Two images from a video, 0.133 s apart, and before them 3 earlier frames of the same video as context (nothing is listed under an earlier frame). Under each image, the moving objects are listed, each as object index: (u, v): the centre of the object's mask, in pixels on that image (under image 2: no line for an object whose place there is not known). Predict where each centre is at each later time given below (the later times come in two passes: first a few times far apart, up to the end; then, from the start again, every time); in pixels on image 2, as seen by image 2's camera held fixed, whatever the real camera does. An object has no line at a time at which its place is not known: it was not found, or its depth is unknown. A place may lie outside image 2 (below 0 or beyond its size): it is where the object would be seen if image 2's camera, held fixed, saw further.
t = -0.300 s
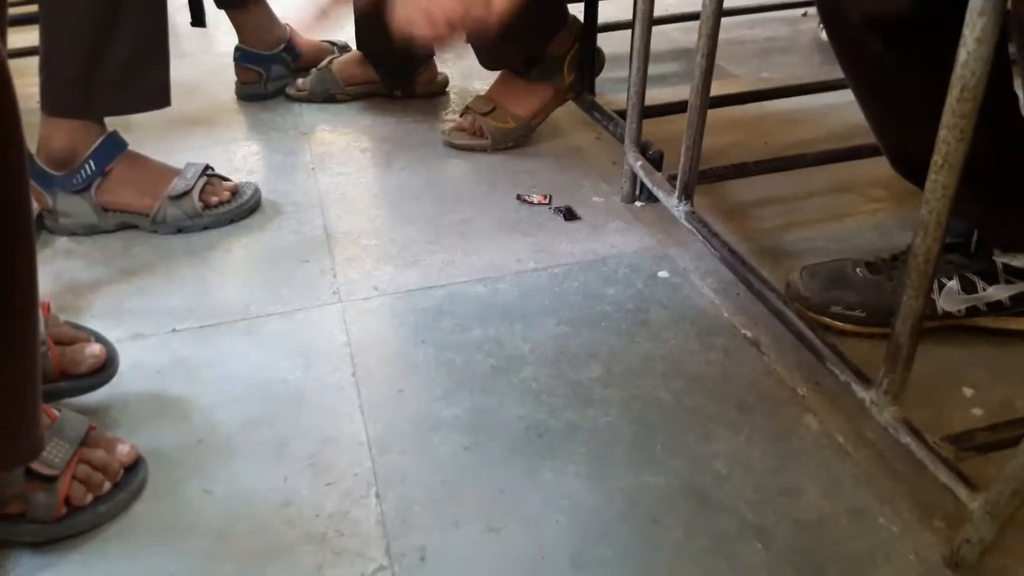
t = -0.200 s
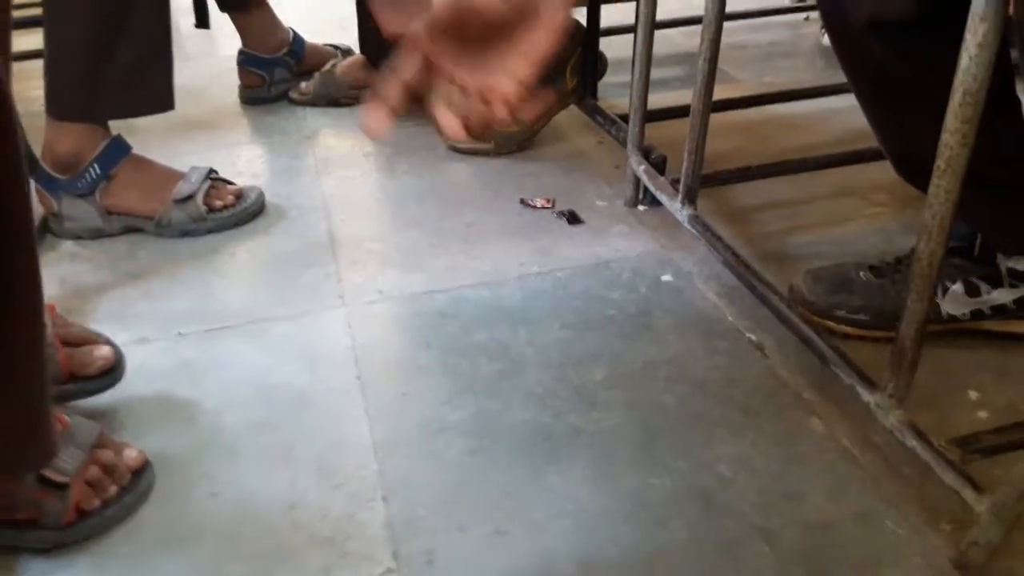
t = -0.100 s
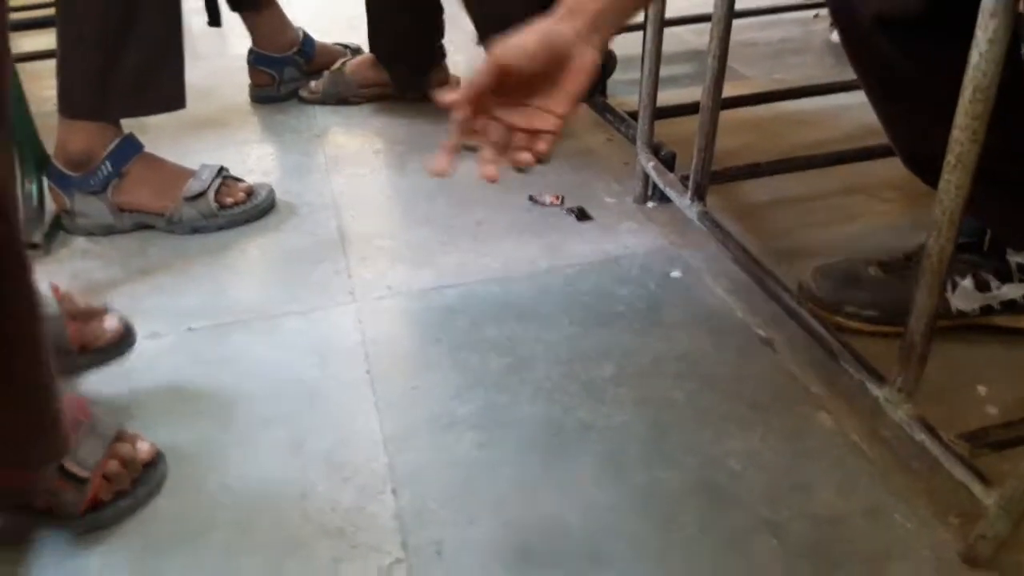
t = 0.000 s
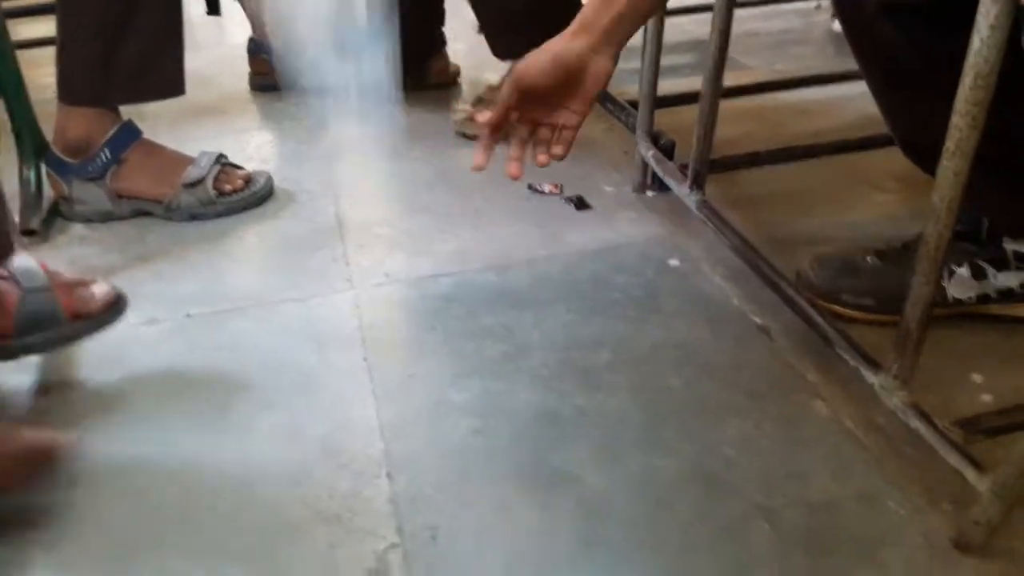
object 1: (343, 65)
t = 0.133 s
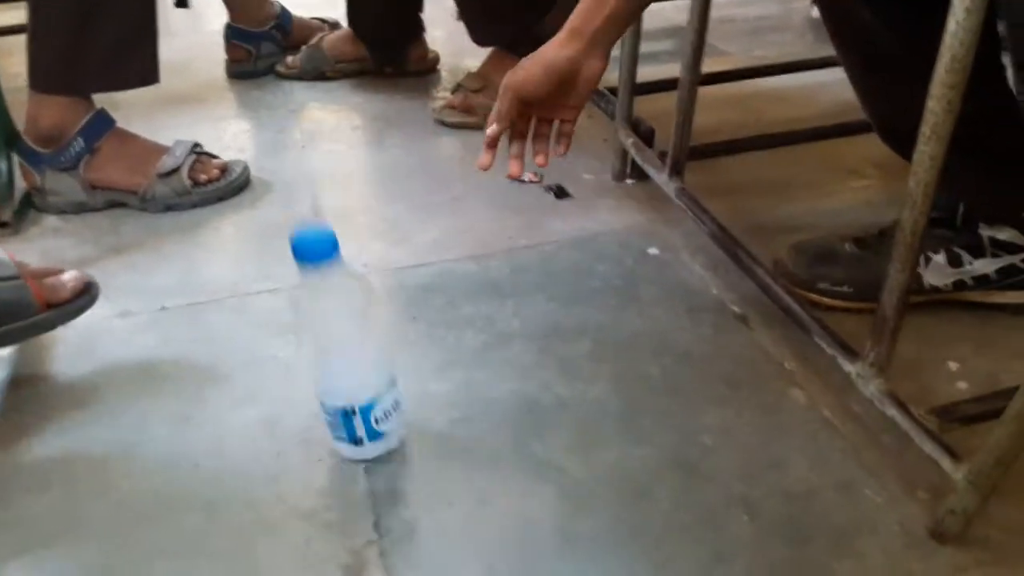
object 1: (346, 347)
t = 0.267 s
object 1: (342, 317)
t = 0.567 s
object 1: (351, 325)
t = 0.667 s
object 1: (357, 329)
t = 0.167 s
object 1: (343, 337)
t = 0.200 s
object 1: (341, 329)
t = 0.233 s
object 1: (341, 322)
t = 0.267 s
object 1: (342, 317)
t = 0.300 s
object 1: (342, 311)
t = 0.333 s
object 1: (342, 308)
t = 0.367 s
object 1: (342, 305)
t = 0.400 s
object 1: (342, 303)
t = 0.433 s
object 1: (346, 305)
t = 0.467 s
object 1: (348, 314)
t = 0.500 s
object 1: (349, 321)
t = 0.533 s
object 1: (354, 333)
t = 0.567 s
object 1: (351, 325)
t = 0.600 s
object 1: (352, 327)
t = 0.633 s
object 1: (353, 329)
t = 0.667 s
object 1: (357, 329)
